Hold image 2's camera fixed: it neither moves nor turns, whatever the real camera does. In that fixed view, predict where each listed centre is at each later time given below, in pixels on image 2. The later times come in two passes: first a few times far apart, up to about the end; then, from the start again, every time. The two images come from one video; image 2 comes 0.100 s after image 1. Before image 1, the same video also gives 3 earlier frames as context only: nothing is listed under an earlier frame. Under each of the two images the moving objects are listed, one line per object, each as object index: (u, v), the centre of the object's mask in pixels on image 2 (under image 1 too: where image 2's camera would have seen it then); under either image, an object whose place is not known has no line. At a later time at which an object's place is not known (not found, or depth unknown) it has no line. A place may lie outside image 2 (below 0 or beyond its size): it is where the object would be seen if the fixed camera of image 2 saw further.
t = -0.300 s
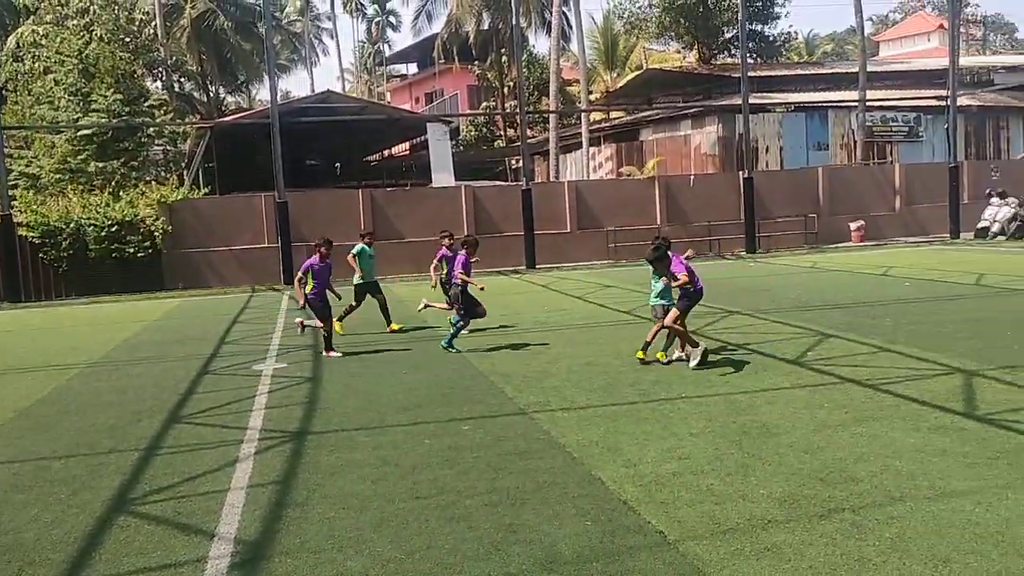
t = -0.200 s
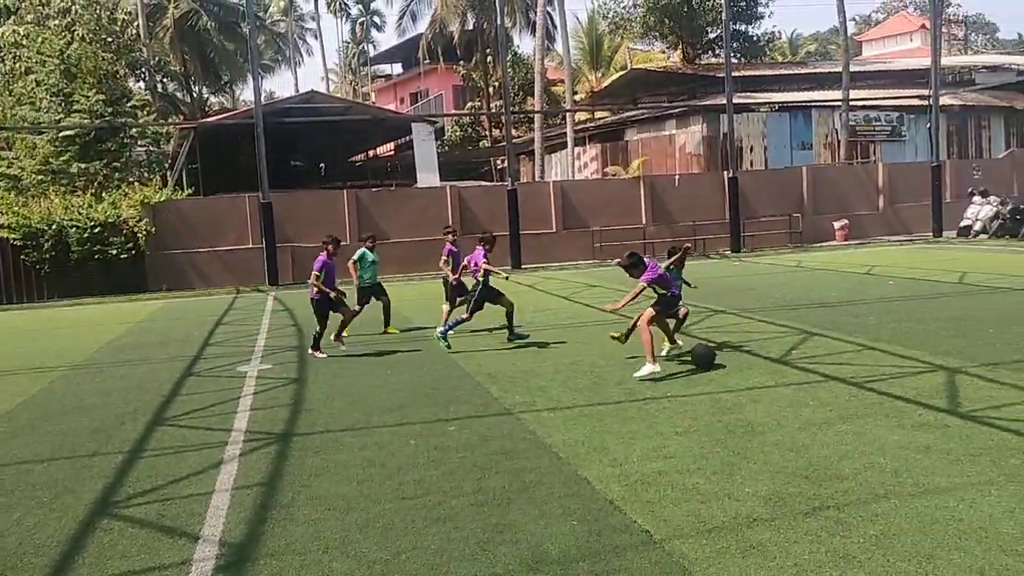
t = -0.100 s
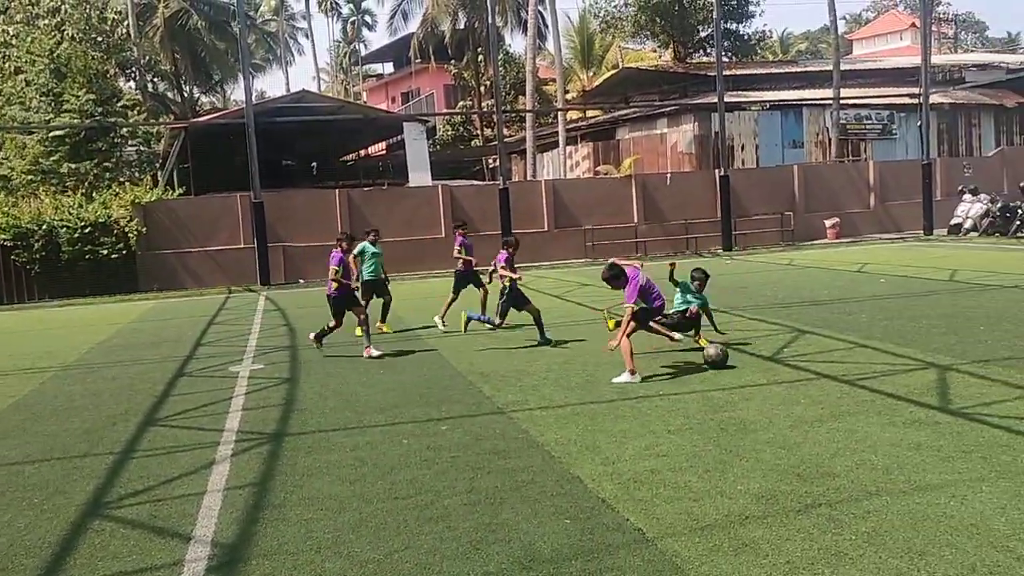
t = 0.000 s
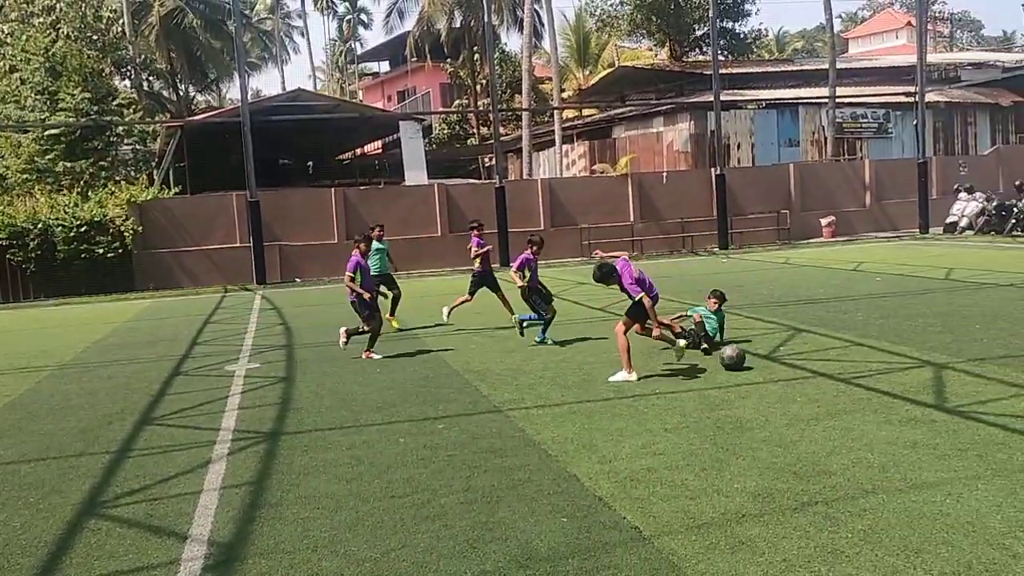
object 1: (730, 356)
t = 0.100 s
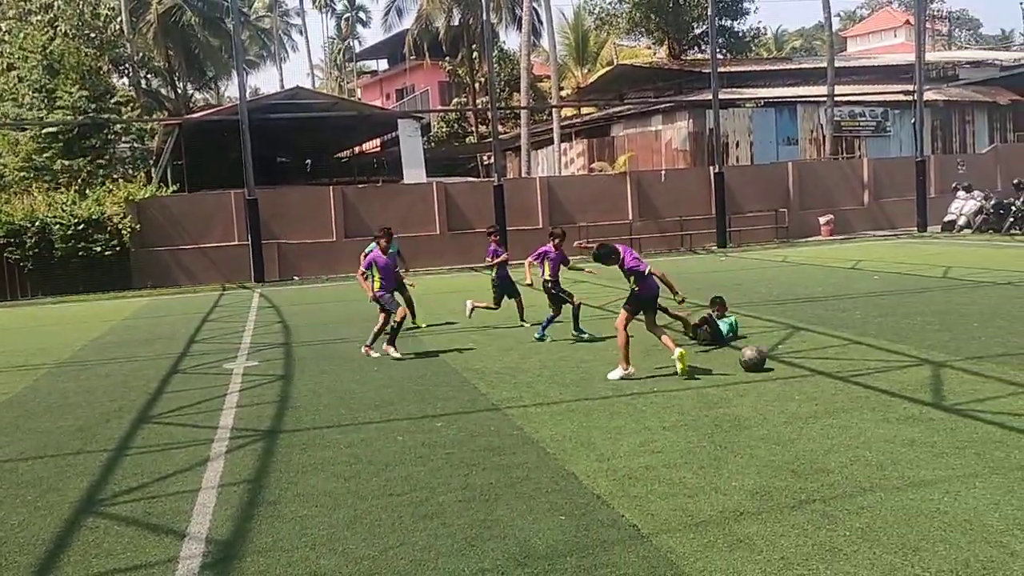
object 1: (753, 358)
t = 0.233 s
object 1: (781, 362)
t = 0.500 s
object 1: (844, 371)
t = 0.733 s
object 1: (903, 379)
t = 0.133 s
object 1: (760, 360)
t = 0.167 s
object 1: (767, 361)
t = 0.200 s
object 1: (774, 361)
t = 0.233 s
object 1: (781, 362)
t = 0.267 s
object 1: (789, 362)
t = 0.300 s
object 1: (797, 364)
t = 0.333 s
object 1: (804, 365)
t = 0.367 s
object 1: (812, 366)
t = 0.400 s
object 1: (820, 367)
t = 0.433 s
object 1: (828, 368)
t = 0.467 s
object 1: (837, 370)
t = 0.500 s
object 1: (844, 371)
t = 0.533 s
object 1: (852, 372)
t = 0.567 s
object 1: (860, 373)
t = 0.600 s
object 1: (868, 373)
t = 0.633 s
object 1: (877, 375)
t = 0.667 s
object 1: (885, 377)
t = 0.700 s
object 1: (894, 378)
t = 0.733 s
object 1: (903, 379)
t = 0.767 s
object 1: (912, 380)
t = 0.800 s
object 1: (921, 381)
